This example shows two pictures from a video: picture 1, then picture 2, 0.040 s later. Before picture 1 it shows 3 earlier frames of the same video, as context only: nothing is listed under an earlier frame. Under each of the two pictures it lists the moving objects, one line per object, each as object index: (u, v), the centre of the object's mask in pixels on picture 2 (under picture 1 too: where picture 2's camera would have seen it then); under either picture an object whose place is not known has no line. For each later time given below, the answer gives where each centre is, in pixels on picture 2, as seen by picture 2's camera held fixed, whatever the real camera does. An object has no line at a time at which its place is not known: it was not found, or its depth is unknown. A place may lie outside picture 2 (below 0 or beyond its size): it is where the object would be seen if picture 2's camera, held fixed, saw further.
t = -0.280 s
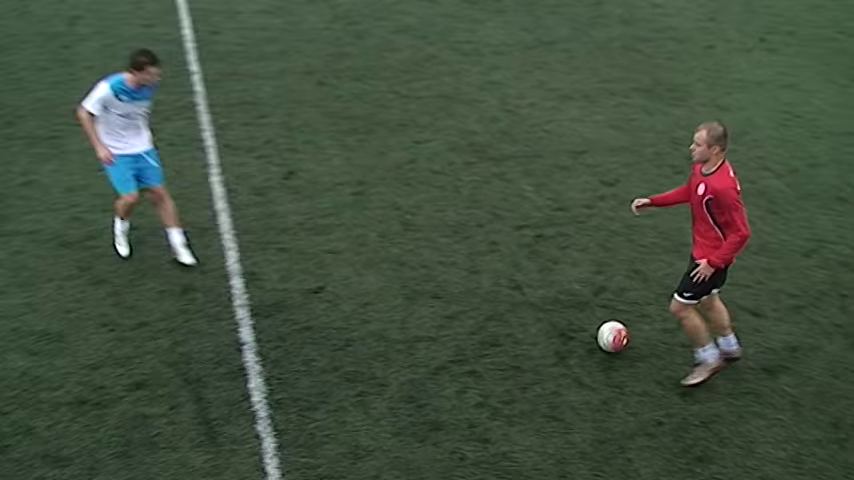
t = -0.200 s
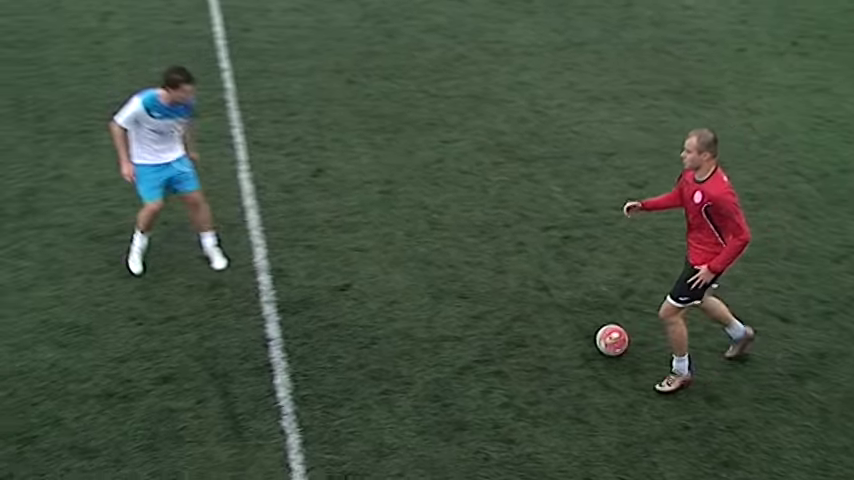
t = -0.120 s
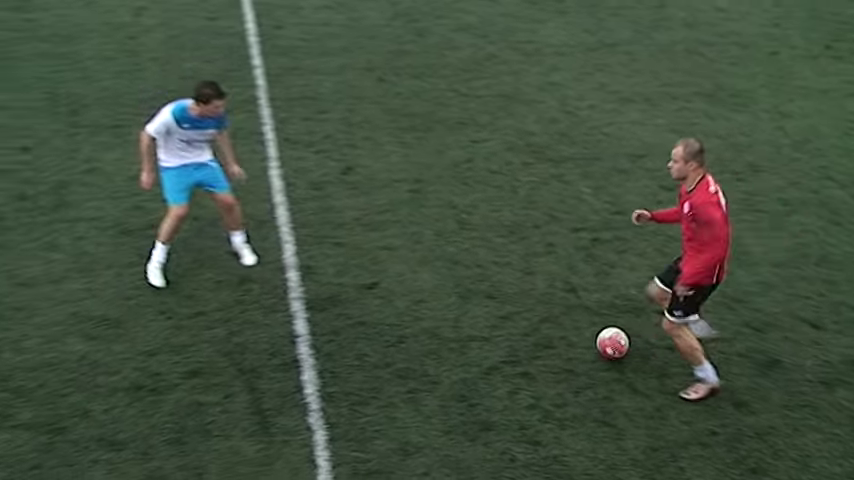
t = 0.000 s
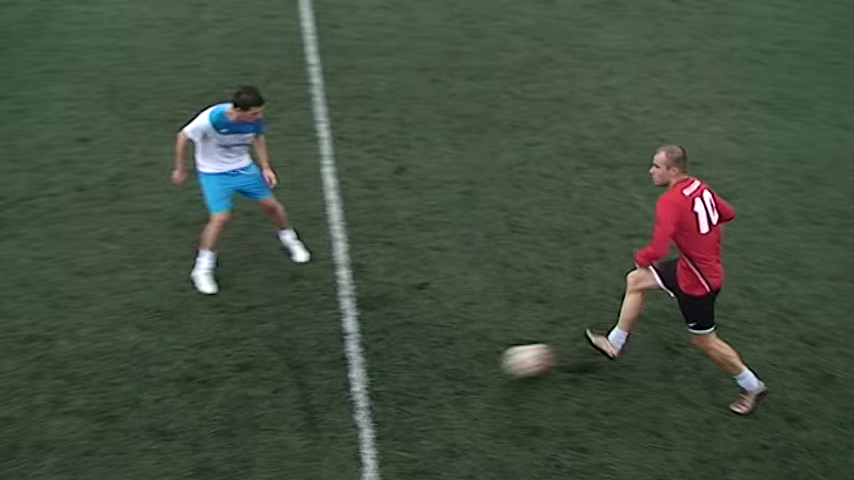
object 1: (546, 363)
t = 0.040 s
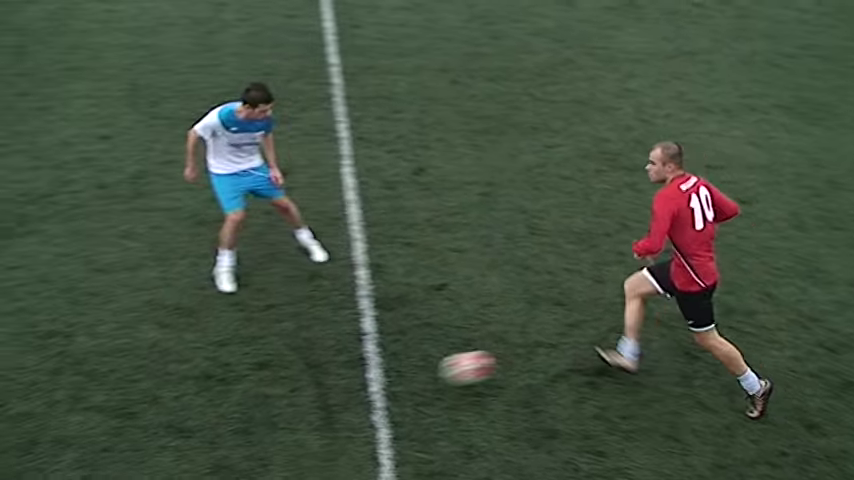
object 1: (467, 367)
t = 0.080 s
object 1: (388, 375)
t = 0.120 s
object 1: (302, 387)
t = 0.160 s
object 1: (217, 400)
